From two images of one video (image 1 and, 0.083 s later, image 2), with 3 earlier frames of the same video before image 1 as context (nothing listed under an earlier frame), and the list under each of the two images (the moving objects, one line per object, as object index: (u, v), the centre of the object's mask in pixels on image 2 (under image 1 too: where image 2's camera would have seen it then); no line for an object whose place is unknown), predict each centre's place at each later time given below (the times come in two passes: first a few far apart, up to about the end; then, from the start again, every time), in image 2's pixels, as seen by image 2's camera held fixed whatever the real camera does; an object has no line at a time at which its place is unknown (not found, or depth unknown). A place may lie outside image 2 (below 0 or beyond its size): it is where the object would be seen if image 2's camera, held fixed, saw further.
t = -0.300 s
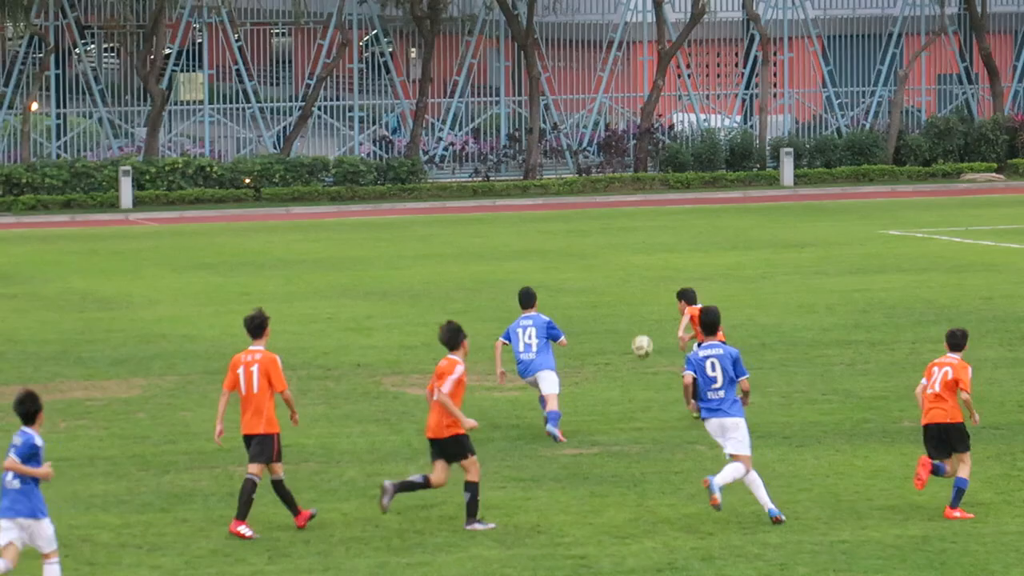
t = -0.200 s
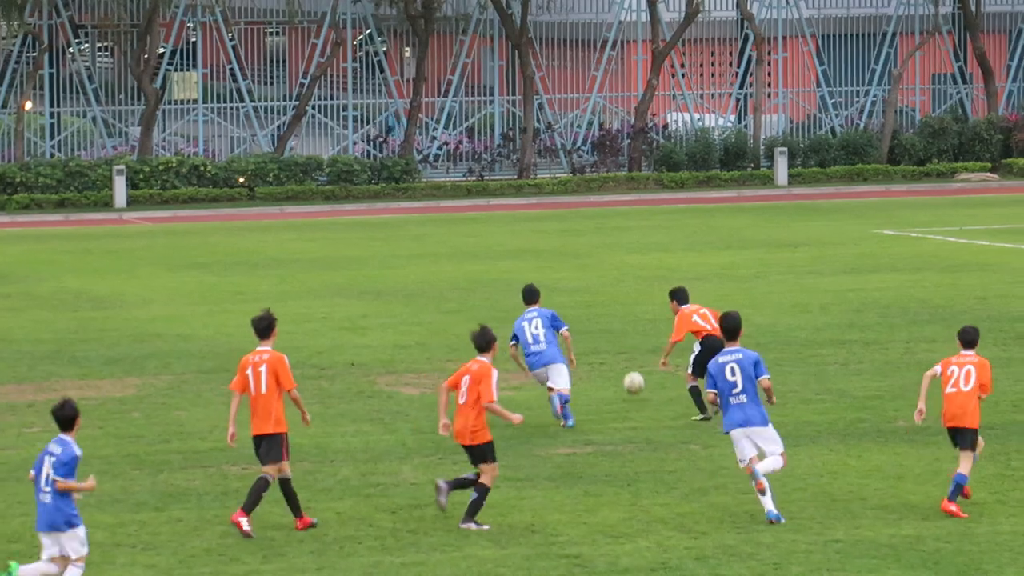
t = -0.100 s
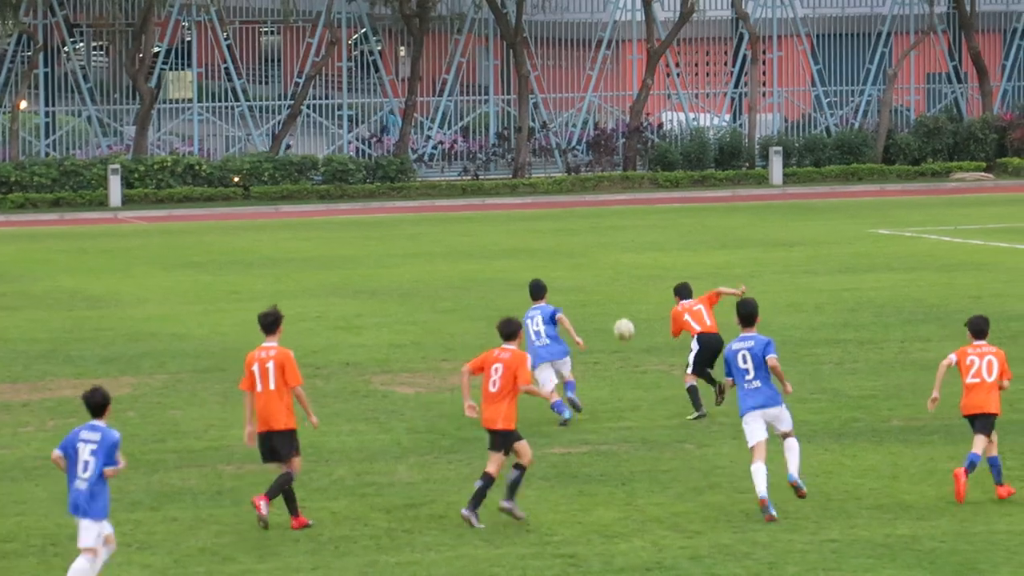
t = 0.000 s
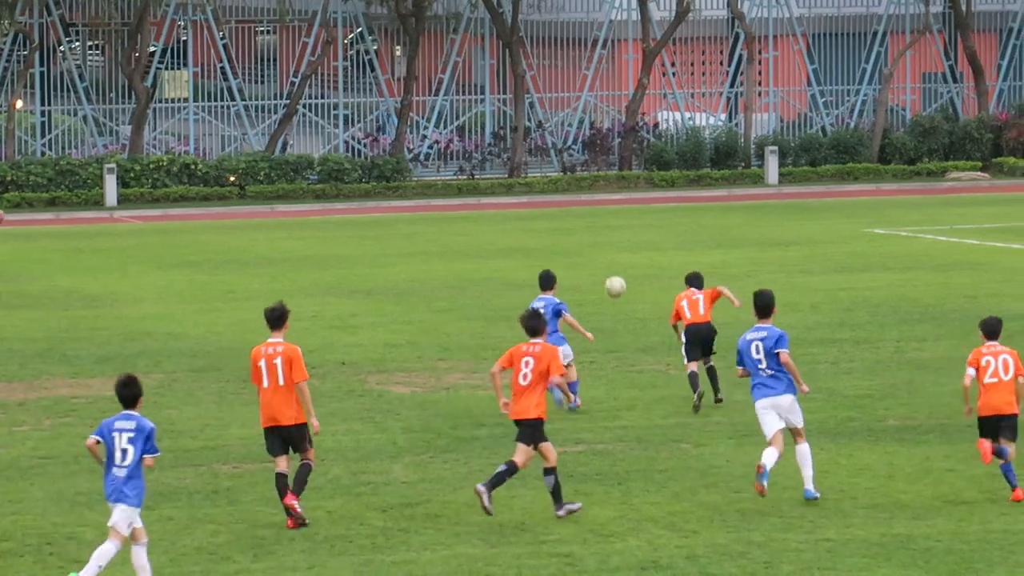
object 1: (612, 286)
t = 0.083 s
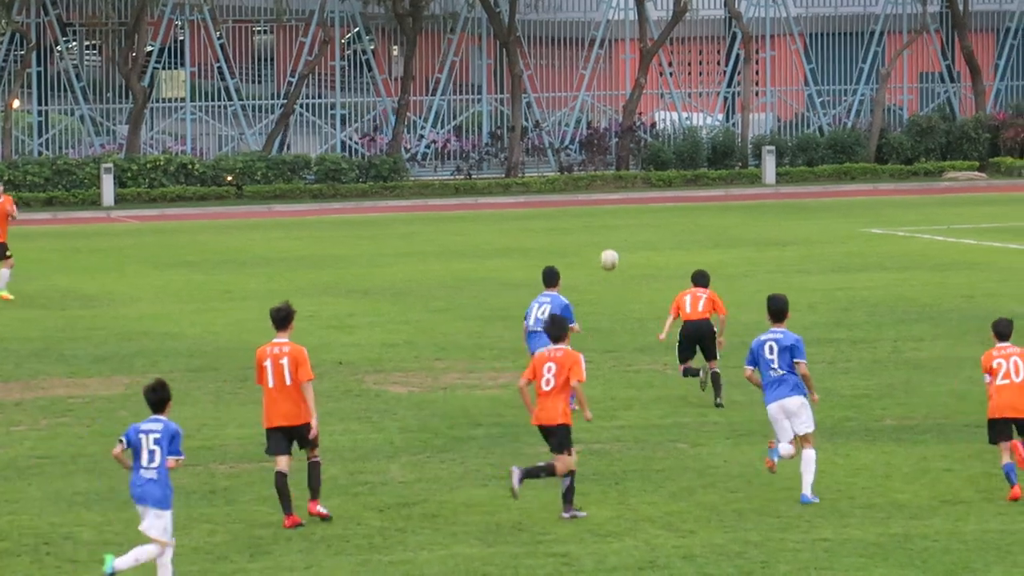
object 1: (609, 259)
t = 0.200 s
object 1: (604, 234)
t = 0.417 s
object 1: (597, 222)
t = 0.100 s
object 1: (608, 255)
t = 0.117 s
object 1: (608, 251)
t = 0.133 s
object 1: (607, 247)
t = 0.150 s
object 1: (606, 243)
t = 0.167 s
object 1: (606, 240)
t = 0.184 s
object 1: (605, 237)
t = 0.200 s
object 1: (604, 234)
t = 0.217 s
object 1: (604, 232)
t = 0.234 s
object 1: (603, 230)
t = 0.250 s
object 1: (602, 227)
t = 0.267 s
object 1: (602, 226)
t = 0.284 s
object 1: (601, 224)
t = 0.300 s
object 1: (601, 223)
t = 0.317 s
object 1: (600, 222)
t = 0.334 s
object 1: (600, 222)
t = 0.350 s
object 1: (599, 222)
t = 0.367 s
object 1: (599, 221)
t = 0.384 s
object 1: (598, 222)
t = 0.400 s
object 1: (597, 222)
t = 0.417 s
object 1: (597, 222)
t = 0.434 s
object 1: (596, 224)
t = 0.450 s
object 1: (596, 225)
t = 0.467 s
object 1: (595, 227)
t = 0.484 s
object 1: (595, 228)
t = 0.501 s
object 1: (594, 230)
